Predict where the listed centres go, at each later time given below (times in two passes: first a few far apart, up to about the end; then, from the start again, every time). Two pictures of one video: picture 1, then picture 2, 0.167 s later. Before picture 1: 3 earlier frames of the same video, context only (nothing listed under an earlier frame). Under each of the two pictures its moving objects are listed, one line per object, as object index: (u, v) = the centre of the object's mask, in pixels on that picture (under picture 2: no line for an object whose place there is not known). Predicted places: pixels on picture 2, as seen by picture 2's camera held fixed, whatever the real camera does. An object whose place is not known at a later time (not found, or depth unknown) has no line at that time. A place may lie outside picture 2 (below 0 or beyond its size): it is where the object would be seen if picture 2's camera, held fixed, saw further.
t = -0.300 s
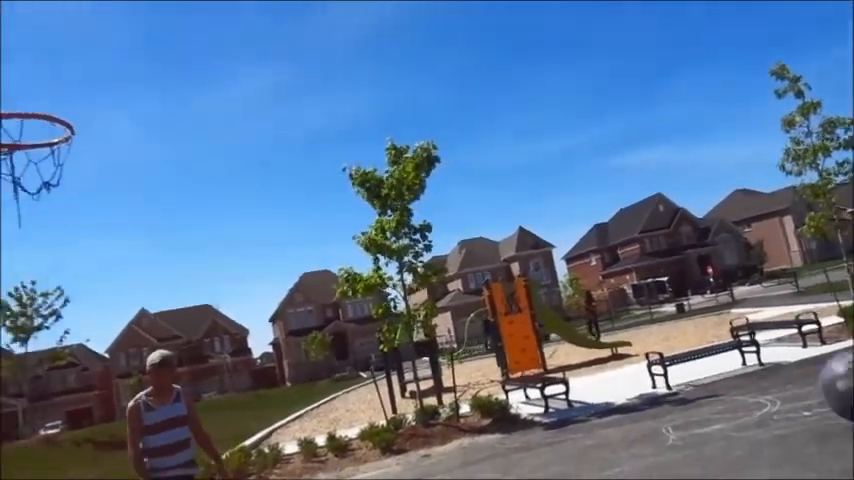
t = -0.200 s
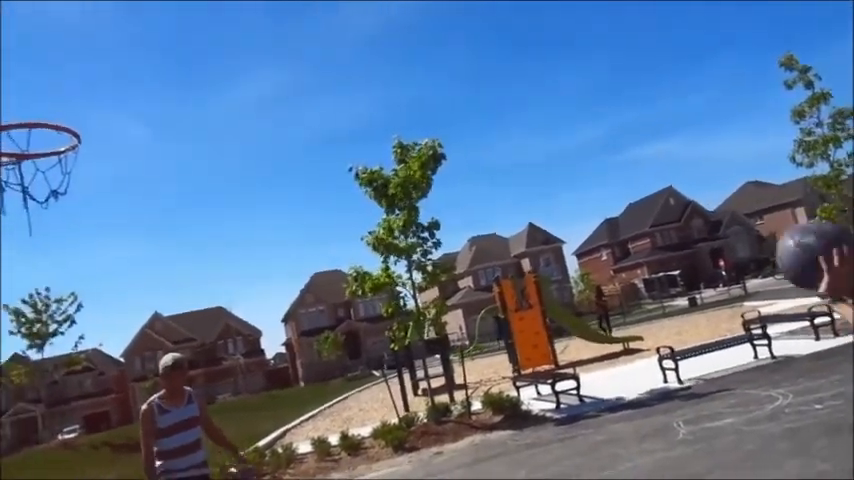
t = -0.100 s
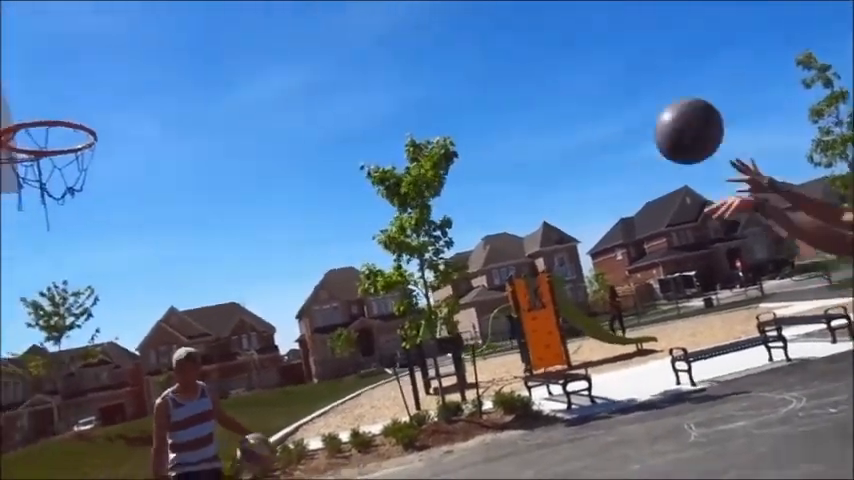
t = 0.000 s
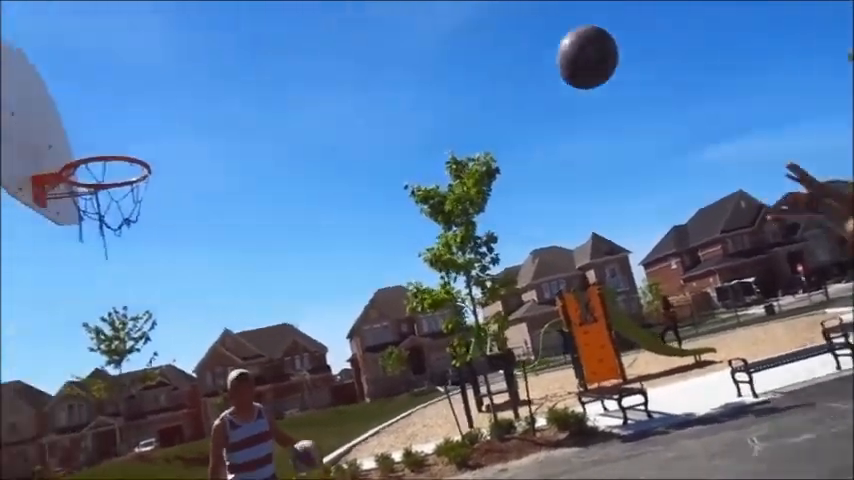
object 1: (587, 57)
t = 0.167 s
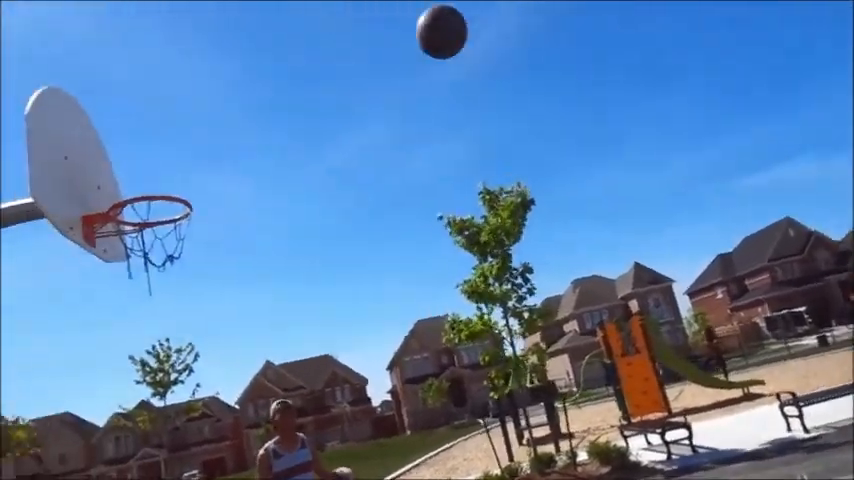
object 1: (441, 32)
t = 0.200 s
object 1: (415, 28)
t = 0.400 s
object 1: (281, 45)
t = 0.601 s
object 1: (187, 118)
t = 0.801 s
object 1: (136, 231)
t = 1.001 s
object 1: (248, 329)
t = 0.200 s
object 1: (415, 28)
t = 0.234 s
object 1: (389, 26)
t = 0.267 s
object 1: (364, 25)
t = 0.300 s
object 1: (341, 28)
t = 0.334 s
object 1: (320, 31)
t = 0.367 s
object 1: (300, 38)
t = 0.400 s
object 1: (281, 45)
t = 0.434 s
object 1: (263, 54)
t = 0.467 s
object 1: (247, 64)
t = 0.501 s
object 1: (231, 76)
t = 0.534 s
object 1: (215, 89)
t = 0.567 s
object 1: (201, 103)
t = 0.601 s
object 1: (187, 118)
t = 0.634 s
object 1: (174, 136)
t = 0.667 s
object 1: (162, 153)
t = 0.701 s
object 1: (151, 172)
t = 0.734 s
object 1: (140, 193)
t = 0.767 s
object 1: (130, 216)
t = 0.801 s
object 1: (136, 231)
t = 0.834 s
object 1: (155, 244)
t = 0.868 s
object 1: (173, 257)
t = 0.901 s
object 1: (191, 272)
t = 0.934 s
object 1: (209, 289)
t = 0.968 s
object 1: (228, 307)
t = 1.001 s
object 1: (248, 329)
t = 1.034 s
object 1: (268, 351)
